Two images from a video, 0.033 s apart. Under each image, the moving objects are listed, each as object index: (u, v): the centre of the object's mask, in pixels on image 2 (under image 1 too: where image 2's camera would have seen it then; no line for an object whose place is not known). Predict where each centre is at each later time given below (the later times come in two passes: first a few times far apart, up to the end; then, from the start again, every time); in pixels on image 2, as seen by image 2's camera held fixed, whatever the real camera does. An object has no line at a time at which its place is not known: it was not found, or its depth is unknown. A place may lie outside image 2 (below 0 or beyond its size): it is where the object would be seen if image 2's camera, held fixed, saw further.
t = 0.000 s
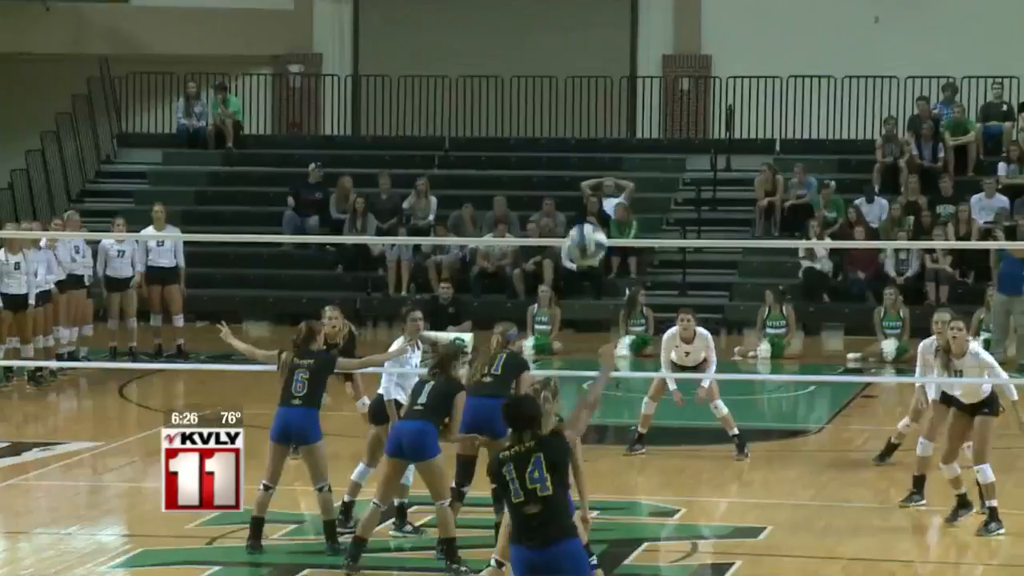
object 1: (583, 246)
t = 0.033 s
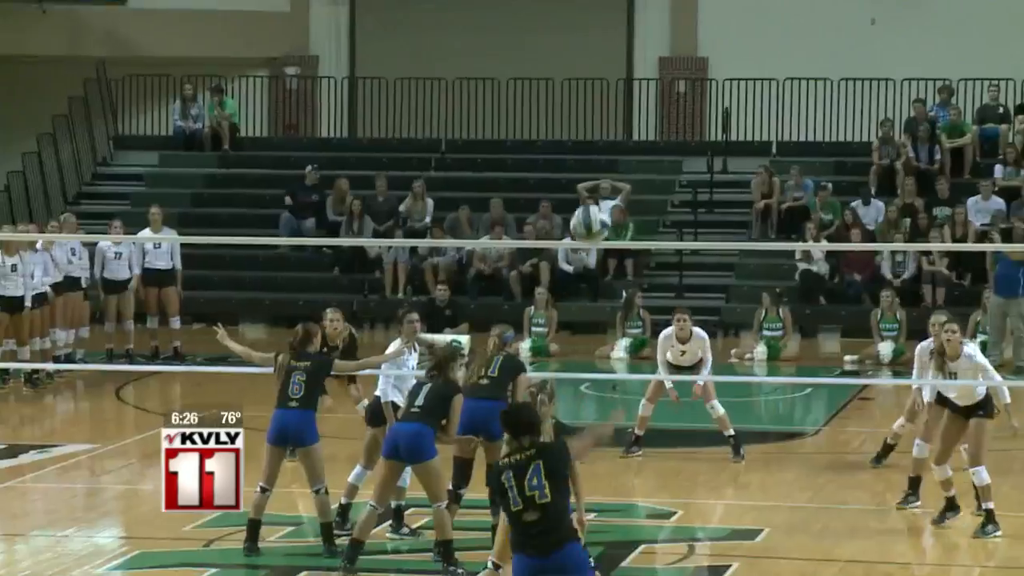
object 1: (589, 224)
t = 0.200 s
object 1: (629, 156)
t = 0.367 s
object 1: (663, 138)
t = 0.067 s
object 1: (597, 205)
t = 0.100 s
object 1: (605, 189)
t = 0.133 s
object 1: (613, 176)
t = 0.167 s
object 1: (621, 165)
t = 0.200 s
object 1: (629, 156)
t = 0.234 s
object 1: (636, 149)
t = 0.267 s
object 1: (643, 144)
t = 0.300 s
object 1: (651, 141)
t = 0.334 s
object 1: (657, 139)
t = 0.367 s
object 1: (663, 138)
